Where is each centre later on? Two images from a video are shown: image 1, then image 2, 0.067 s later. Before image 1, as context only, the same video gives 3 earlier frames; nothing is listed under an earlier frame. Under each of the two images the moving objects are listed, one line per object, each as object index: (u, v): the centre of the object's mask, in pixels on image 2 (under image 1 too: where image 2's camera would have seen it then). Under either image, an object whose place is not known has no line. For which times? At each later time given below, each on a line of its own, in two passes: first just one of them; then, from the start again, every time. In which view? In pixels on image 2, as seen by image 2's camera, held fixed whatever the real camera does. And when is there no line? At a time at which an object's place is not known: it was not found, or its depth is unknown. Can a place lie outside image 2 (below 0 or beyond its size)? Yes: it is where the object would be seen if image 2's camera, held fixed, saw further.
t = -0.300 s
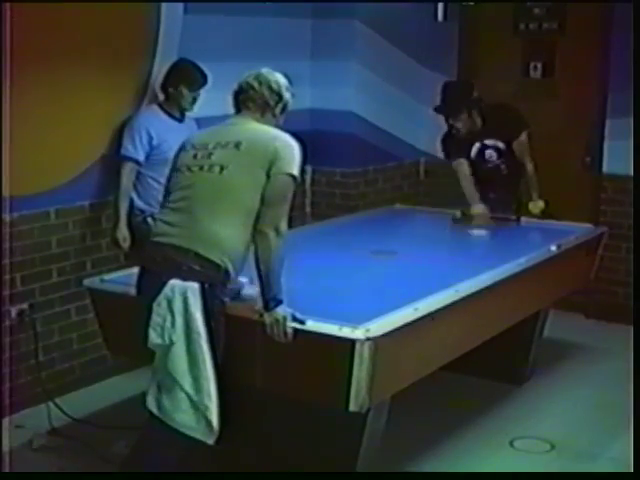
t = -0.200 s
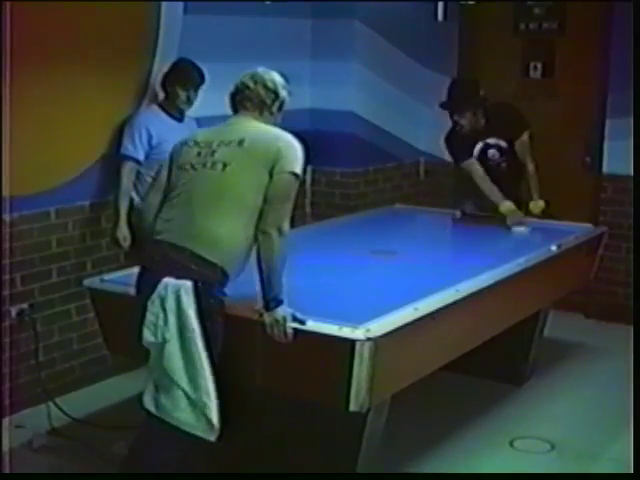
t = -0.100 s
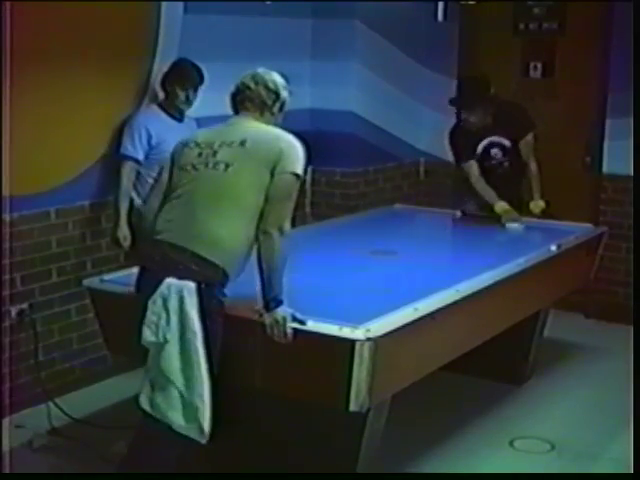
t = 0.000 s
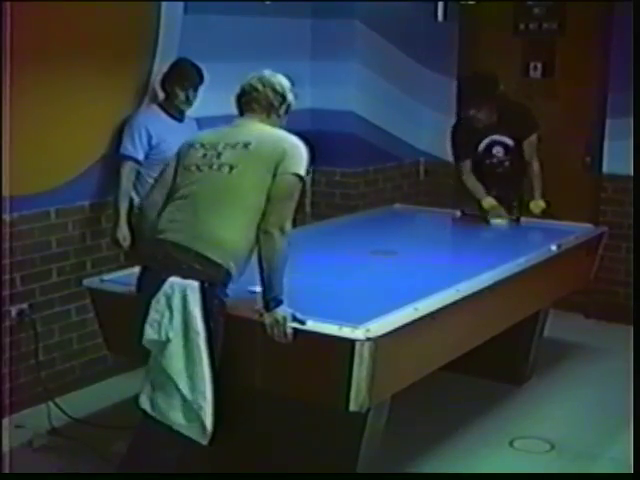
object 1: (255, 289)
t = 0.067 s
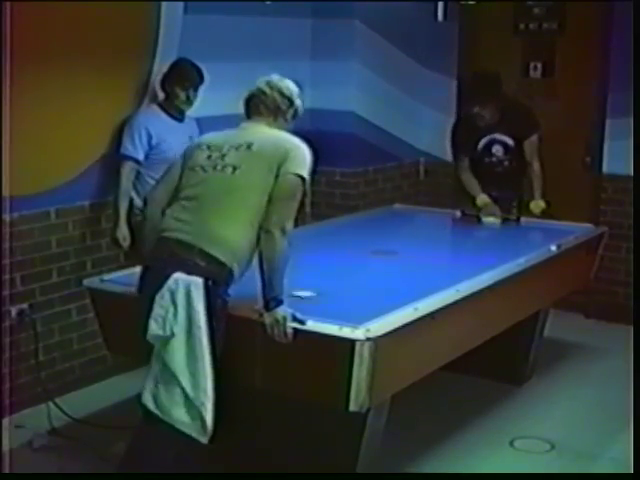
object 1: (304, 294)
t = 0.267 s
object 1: (379, 301)
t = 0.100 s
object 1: (326, 297)
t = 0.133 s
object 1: (348, 299)
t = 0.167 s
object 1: (371, 301)
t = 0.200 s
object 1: (393, 303)
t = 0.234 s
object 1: (395, 303)
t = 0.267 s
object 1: (379, 301)
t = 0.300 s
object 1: (364, 297)
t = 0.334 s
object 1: (356, 296)
